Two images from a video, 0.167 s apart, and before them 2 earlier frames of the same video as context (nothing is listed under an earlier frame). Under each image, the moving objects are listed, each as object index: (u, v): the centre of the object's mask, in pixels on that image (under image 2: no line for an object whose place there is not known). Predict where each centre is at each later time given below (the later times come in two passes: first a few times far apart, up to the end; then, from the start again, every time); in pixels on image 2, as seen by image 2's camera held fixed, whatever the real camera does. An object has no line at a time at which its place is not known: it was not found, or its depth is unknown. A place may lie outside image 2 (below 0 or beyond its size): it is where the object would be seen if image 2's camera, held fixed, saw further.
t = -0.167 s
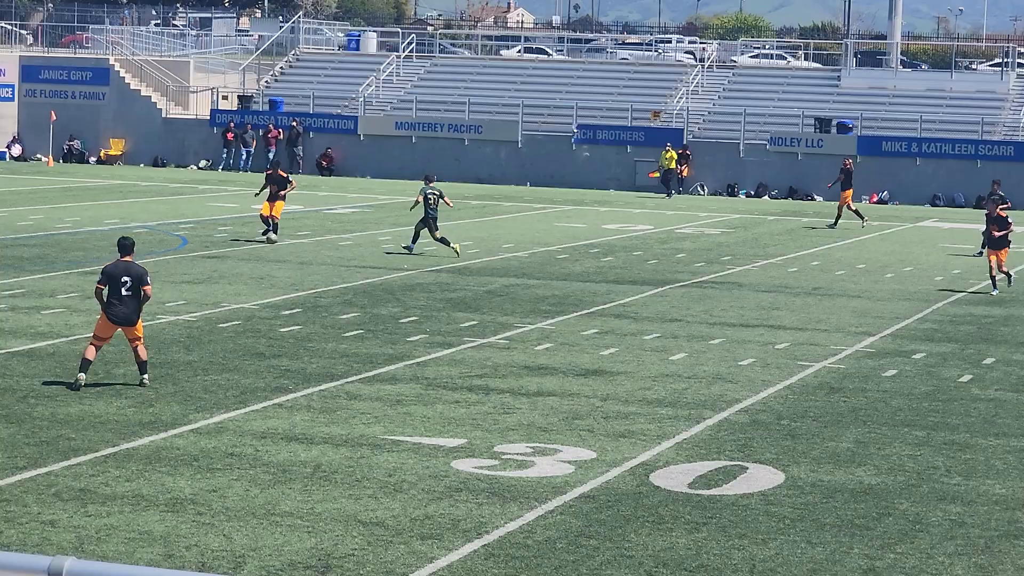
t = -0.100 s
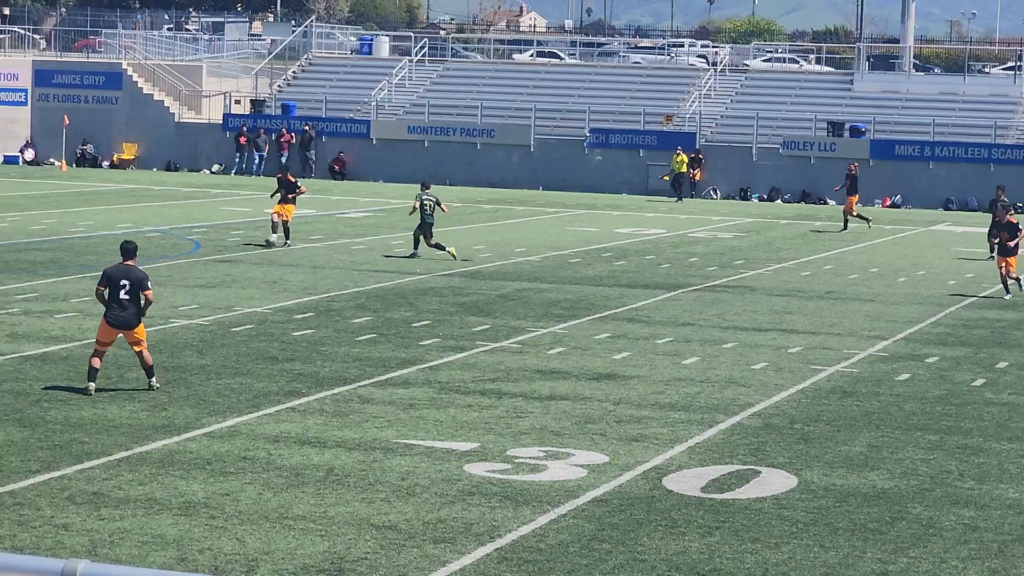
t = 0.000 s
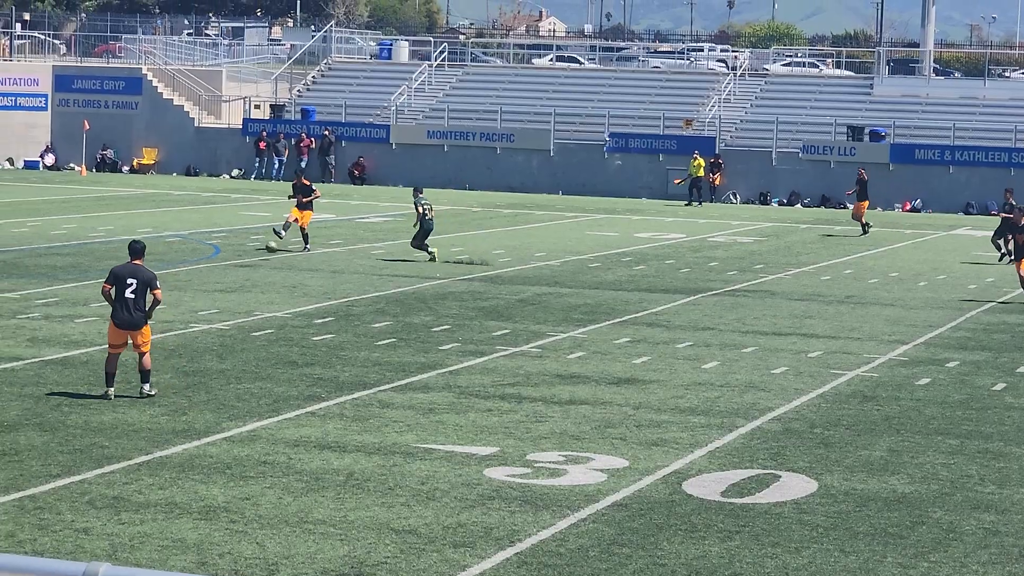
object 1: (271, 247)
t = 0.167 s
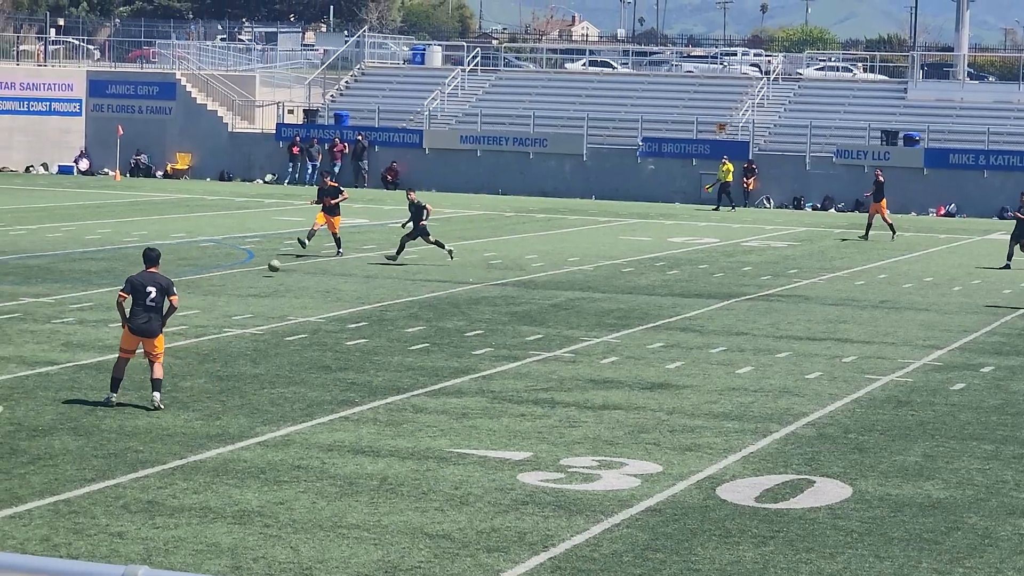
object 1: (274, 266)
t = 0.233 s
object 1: (263, 277)
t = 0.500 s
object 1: (229, 294)
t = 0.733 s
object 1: (205, 312)
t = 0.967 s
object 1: (183, 328)
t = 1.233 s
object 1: (158, 350)
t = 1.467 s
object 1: (136, 373)
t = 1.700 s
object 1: (111, 393)
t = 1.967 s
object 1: (80, 421)
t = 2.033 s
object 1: (72, 428)
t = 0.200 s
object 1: (268, 271)
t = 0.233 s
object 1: (263, 277)
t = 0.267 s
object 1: (258, 277)
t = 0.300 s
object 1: (254, 277)
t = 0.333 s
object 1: (249, 278)
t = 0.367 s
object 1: (245, 279)
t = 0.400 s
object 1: (241, 281)
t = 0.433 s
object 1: (237, 285)
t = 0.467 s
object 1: (233, 289)
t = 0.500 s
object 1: (229, 294)
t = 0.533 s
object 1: (225, 300)
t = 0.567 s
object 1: (222, 302)
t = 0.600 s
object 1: (219, 302)
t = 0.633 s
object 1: (215, 303)
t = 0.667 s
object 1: (212, 305)
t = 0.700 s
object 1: (209, 308)
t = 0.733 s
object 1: (205, 312)
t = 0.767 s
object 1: (202, 317)
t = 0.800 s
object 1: (199, 322)
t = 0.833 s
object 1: (196, 321)
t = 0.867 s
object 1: (193, 322)
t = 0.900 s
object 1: (189, 323)
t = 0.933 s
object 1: (186, 325)
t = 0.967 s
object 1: (183, 328)
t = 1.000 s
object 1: (180, 332)
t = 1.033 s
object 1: (177, 337)
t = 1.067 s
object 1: (174, 342)
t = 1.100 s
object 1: (170, 343)
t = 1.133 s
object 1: (167, 343)
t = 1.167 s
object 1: (164, 345)
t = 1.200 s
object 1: (161, 347)
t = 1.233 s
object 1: (158, 350)
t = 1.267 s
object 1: (154, 355)
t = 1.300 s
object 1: (151, 361)
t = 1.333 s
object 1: (148, 362)
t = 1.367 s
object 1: (145, 363)
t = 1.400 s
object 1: (142, 365)
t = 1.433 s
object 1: (139, 368)
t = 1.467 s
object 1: (136, 373)
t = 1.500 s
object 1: (132, 376)
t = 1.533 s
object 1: (129, 377)
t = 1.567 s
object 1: (125, 377)
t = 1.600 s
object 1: (122, 380)
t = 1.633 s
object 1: (118, 383)
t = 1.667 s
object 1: (115, 387)
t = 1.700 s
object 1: (111, 393)
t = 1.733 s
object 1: (108, 398)
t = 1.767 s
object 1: (104, 400)
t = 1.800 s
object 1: (100, 403)
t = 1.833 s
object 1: (96, 407)
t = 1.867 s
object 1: (92, 412)
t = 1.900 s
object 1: (88, 414)
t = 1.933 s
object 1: (84, 417)
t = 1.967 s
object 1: (80, 421)
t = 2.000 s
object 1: (76, 425)
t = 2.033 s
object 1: (72, 428)
